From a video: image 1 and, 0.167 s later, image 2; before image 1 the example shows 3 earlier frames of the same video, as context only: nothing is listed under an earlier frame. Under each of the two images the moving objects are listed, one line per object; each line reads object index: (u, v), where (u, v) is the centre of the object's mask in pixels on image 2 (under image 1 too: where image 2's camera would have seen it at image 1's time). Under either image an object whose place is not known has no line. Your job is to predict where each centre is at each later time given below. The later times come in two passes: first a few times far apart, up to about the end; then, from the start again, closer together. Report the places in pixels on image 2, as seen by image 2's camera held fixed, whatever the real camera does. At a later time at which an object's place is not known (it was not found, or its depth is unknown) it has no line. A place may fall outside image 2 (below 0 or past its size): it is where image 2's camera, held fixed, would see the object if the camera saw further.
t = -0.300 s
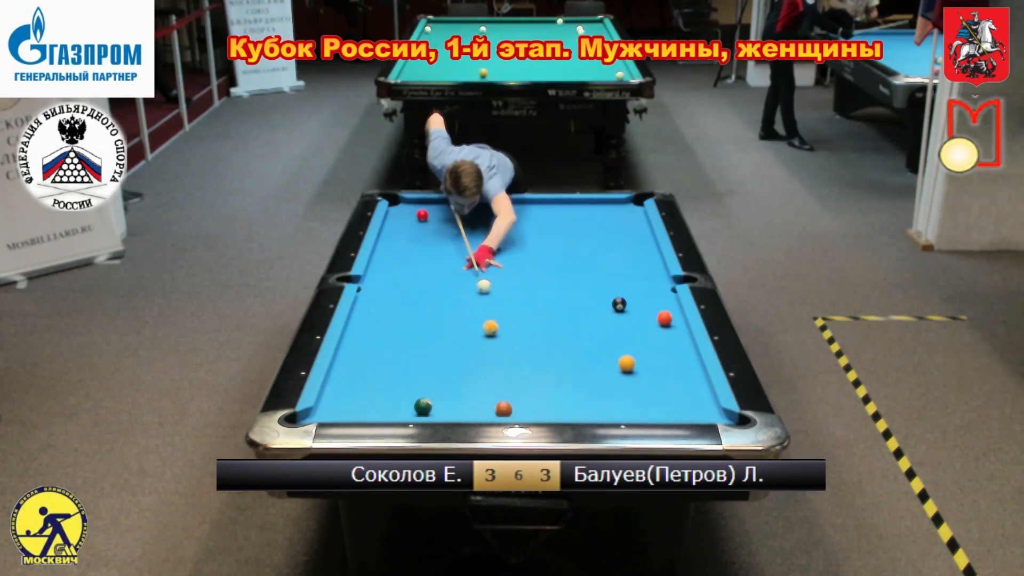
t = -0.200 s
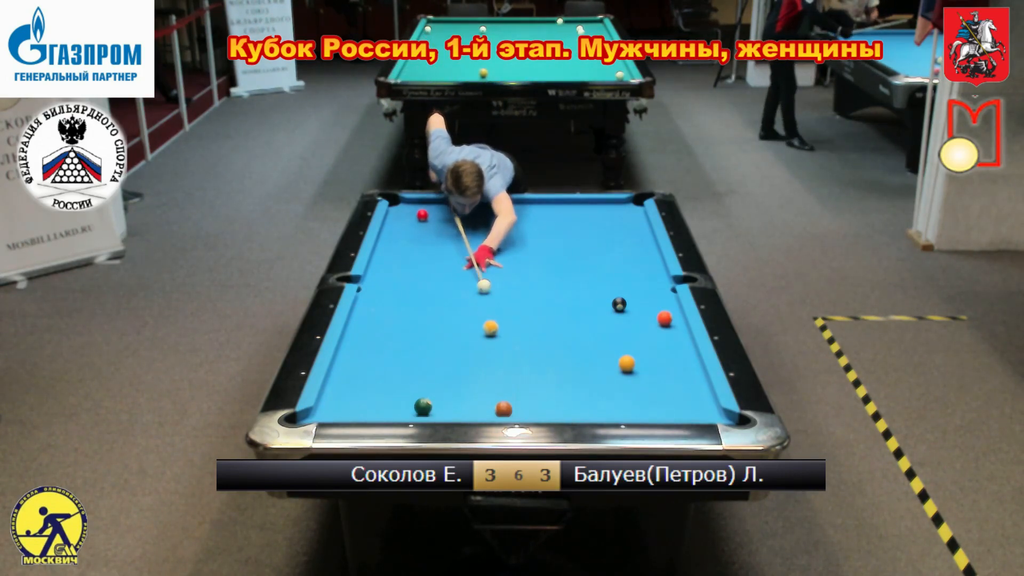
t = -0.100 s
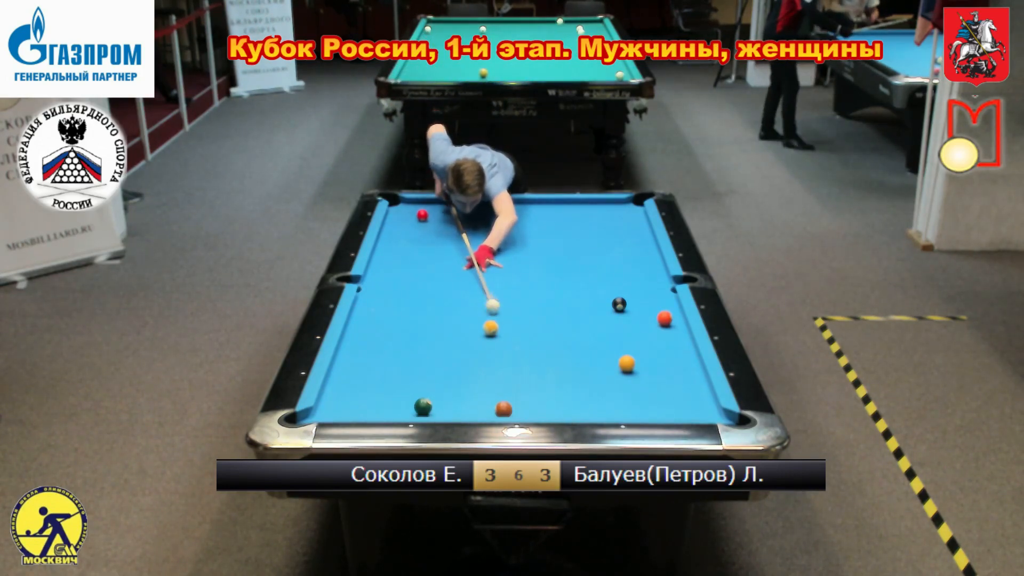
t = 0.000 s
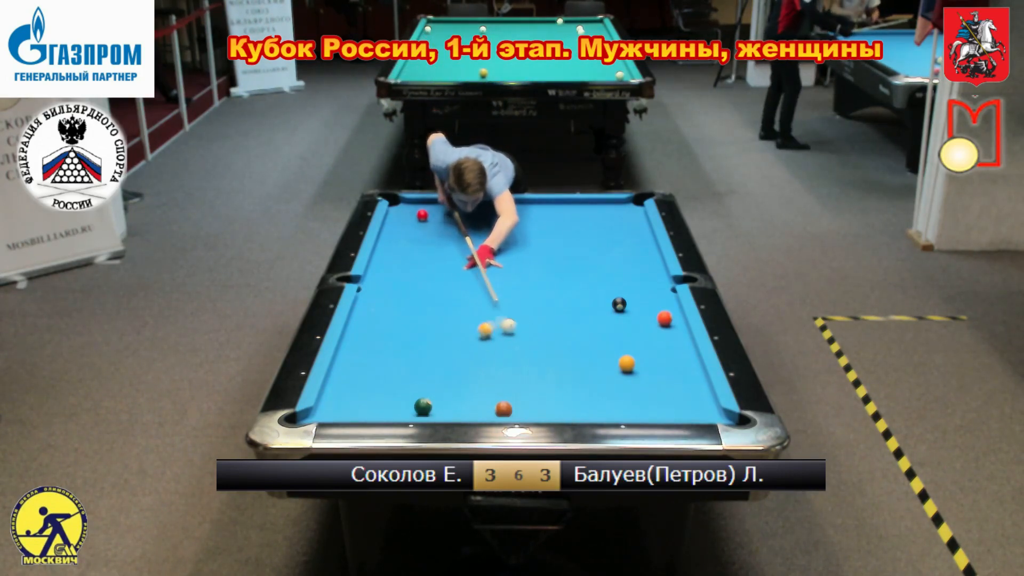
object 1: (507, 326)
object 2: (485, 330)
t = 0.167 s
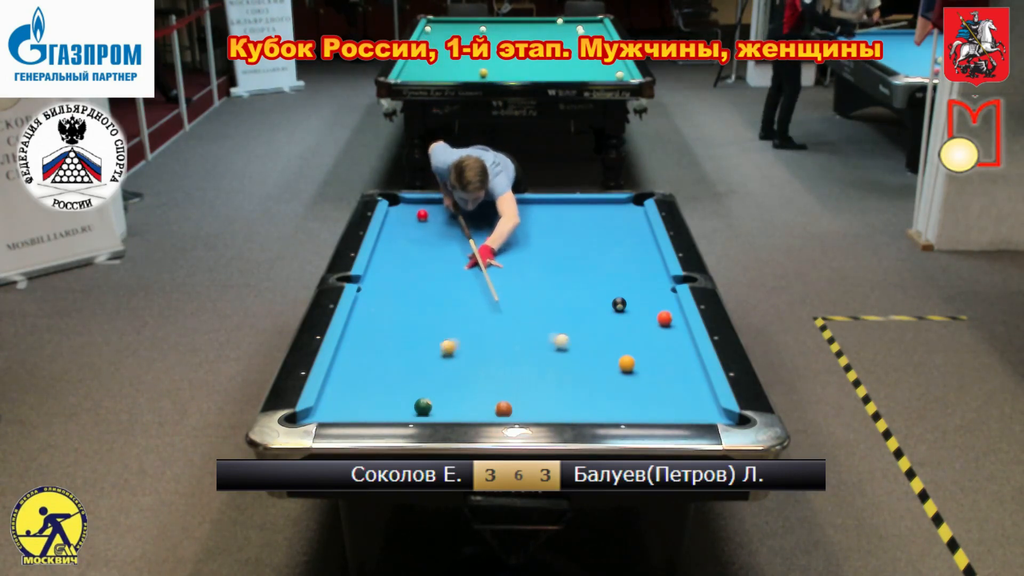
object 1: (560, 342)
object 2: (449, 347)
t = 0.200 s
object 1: (570, 344)
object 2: (442, 350)
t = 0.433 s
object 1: (629, 352)
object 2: (392, 374)
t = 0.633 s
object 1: (676, 364)
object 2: (346, 395)
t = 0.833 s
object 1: (683, 369)
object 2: (332, 412)
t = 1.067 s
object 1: (658, 370)
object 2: (342, 404)
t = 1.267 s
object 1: (638, 371)
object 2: (351, 394)
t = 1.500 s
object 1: (616, 373)
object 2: (359, 383)
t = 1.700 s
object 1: (598, 374)
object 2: (366, 375)
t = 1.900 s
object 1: (581, 375)
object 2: (372, 367)
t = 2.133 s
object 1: (562, 377)
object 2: (379, 358)
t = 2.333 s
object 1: (546, 378)
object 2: (385, 352)
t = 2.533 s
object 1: (531, 379)
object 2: (390, 345)
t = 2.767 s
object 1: (515, 381)
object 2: (396, 339)
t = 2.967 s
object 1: (503, 382)
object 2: (401, 334)
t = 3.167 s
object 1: (491, 383)
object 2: (405, 329)
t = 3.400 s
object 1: (478, 384)
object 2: (410, 324)
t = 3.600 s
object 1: (467, 385)
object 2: (413, 321)
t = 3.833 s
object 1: (456, 387)
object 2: (417, 317)
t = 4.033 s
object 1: (448, 388)
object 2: (420, 314)
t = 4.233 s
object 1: (441, 389)
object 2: (423, 311)
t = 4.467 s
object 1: (433, 390)
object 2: (426, 308)
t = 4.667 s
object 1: (428, 390)
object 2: (427, 306)
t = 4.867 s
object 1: (423, 390)
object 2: (429, 304)
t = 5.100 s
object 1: (419, 391)
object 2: (431, 303)
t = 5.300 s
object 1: (416, 392)
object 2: (433, 301)
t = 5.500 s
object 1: (414, 393)
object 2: (433, 301)
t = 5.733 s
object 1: (413, 393)
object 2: (433, 300)
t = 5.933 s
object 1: (412, 393)
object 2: (434, 300)
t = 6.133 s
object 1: (412, 393)
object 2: (434, 300)
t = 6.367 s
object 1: (413, 393)
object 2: (434, 300)
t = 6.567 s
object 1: (413, 393)
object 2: (434, 300)
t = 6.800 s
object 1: (413, 393)
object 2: (434, 300)
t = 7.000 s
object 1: (413, 393)
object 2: (434, 300)
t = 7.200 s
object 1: (413, 393)
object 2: (434, 300)
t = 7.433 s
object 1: (413, 393)
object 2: (434, 300)
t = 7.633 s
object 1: (413, 393)
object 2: (434, 300)
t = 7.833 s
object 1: (413, 393)
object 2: (434, 300)
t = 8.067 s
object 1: (413, 393)
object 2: (434, 300)
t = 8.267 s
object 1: (413, 393)
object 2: (434, 300)
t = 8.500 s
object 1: (413, 393)
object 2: (434, 300)
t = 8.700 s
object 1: (413, 393)
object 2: (434, 300)
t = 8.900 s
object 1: (413, 393)
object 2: (434, 300)
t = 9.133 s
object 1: (413, 393)
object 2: (434, 300)
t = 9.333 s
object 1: (413, 393)
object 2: (434, 300)
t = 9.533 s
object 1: (413, 393)
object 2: (434, 300)
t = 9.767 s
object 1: (413, 393)
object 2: (434, 300)
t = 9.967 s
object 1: (413, 393)
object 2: (434, 300)
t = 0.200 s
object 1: (570, 344)
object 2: (442, 350)
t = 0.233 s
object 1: (579, 346)
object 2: (435, 354)
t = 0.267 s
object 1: (588, 349)
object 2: (428, 357)
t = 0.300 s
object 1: (596, 350)
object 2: (421, 360)
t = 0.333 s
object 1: (604, 352)
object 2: (413, 364)
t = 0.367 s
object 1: (613, 353)
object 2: (407, 367)
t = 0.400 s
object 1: (619, 352)
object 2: (399, 370)
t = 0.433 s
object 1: (629, 352)
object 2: (392, 374)
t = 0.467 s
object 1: (638, 356)
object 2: (384, 377)
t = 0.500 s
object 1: (645, 359)
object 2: (376, 381)
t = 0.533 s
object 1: (652, 360)
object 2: (369, 384)
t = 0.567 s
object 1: (660, 361)
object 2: (362, 388)
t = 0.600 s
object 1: (668, 362)
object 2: (354, 391)
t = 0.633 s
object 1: (676, 364)
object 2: (346, 395)
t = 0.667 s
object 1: (684, 365)
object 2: (338, 398)
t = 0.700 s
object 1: (692, 367)
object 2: (328, 403)
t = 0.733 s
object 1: (696, 368)
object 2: (324, 405)
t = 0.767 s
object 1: (691, 368)
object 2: (326, 409)
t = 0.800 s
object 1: (686, 368)
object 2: (329, 410)
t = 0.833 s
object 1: (683, 369)
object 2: (332, 412)
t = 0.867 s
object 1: (679, 369)
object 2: (334, 412)
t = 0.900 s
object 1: (675, 369)
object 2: (335, 411)
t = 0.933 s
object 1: (672, 369)
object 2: (337, 410)
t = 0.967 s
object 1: (668, 369)
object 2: (338, 408)
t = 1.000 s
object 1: (665, 369)
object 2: (340, 407)
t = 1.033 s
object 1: (661, 370)
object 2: (341, 406)
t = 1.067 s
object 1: (658, 370)
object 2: (342, 404)
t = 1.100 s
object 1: (655, 370)
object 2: (344, 403)
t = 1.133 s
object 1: (651, 370)
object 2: (345, 401)
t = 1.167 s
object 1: (648, 371)
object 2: (347, 399)
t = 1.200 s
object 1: (645, 371)
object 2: (348, 397)
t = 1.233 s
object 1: (642, 371)
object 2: (349, 396)
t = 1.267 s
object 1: (638, 371)
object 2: (351, 394)
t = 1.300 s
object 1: (635, 372)
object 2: (352, 393)
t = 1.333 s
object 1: (632, 372)
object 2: (353, 391)
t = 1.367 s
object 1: (629, 372)
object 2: (354, 389)
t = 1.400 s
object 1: (625, 372)
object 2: (356, 388)
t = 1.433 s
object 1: (622, 373)
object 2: (357, 386)
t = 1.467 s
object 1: (619, 373)
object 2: (358, 385)
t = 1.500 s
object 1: (616, 373)
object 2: (359, 383)
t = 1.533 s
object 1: (613, 373)
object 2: (360, 382)
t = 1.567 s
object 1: (610, 373)
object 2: (362, 380)
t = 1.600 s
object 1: (607, 374)
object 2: (363, 379)
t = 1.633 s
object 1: (603, 374)
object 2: (364, 377)
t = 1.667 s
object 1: (601, 374)
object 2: (365, 376)
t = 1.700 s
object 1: (598, 374)
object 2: (366, 375)
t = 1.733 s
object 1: (595, 374)
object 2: (367, 373)
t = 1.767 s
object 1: (592, 375)
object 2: (368, 372)
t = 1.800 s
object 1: (589, 375)
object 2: (369, 371)
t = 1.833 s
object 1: (586, 375)
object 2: (370, 369)
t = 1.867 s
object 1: (583, 375)
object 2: (371, 368)
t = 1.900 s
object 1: (581, 375)
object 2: (372, 367)
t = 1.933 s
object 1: (578, 376)
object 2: (373, 365)
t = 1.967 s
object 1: (575, 376)
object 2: (375, 364)
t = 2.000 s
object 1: (572, 376)
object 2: (375, 363)
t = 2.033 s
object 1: (570, 377)
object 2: (376, 362)
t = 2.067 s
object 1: (567, 377)
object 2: (377, 361)
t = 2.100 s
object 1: (564, 377)
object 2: (378, 360)
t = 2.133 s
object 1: (562, 377)
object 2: (379, 358)
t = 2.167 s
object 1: (559, 377)
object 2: (380, 357)
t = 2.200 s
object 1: (556, 377)
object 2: (381, 356)
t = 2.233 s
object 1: (554, 378)
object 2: (382, 355)
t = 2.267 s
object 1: (551, 378)
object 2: (383, 354)
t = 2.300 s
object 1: (549, 378)
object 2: (384, 353)
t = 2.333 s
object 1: (546, 378)
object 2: (385, 352)
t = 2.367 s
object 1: (544, 378)
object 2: (386, 351)
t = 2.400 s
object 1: (541, 379)
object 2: (387, 349)
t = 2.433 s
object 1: (538, 379)
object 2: (387, 349)
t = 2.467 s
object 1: (536, 379)
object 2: (388, 348)
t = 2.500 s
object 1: (533, 379)
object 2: (389, 346)
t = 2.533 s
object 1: (531, 379)
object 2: (390, 345)
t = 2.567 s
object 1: (529, 380)
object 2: (391, 345)
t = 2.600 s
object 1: (527, 380)
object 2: (392, 344)
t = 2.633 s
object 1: (524, 380)
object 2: (393, 343)
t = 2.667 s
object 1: (522, 381)
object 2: (393, 342)
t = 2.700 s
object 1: (520, 381)
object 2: (394, 341)
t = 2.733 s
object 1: (518, 381)
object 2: (395, 340)
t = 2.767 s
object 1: (515, 381)
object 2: (396, 339)
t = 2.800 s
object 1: (513, 381)
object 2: (397, 338)
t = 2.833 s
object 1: (511, 381)
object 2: (398, 337)
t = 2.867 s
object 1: (509, 382)
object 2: (399, 336)
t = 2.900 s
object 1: (507, 382)
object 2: (399, 336)
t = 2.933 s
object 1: (504, 382)
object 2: (400, 335)
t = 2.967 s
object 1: (503, 382)
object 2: (401, 334)
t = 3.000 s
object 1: (500, 382)
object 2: (402, 333)
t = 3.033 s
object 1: (498, 382)
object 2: (402, 332)
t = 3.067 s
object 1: (496, 383)
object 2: (403, 332)
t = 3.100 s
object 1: (495, 383)
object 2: (404, 331)
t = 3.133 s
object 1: (493, 383)
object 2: (404, 330)
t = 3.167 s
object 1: (491, 383)
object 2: (405, 329)
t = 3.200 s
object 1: (489, 383)
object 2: (406, 328)
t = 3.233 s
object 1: (487, 383)
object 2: (406, 328)
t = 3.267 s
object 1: (485, 383)
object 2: (407, 327)
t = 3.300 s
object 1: (483, 384)
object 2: (408, 326)
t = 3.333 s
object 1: (481, 384)
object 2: (408, 326)
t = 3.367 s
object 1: (480, 384)
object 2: (409, 325)
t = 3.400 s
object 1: (478, 384)
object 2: (410, 324)
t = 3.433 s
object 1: (476, 385)
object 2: (410, 324)
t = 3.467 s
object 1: (474, 385)
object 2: (411, 323)
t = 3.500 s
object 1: (472, 385)
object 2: (411, 323)
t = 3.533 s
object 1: (471, 385)
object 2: (412, 322)
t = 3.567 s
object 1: (469, 385)
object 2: (413, 321)
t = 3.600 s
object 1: (467, 385)
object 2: (413, 321)
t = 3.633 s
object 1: (465, 386)
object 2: (414, 320)
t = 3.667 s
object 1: (464, 386)
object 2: (415, 319)
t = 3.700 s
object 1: (462, 386)
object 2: (415, 319)
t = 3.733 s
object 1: (461, 386)
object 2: (416, 318)
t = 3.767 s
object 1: (459, 387)
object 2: (416, 318)
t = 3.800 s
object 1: (458, 387)
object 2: (417, 317)
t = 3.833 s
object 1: (456, 387)
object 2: (417, 317)
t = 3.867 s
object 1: (455, 387)
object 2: (418, 316)
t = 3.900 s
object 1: (453, 387)
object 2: (418, 316)
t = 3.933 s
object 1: (452, 388)
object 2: (419, 315)
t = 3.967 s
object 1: (451, 388)
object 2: (419, 315)
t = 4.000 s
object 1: (449, 388)
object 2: (420, 314)
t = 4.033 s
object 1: (448, 388)
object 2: (420, 314)
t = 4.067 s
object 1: (447, 388)
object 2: (420, 313)
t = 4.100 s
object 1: (445, 388)
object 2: (421, 313)
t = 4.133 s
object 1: (444, 389)
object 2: (421, 312)
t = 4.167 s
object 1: (443, 389)
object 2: (422, 311)
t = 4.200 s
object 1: (442, 389)
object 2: (422, 311)
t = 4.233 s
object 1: (441, 389)
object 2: (423, 311)
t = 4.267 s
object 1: (439, 389)
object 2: (423, 310)
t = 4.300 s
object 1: (438, 389)
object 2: (424, 310)
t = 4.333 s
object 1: (437, 389)
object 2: (424, 310)
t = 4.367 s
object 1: (436, 389)
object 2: (424, 310)
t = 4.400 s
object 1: (435, 390)
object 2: (425, 309)
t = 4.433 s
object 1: (434, 390)
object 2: (425, 309)
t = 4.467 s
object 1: (433, 390)
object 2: (426, 308)
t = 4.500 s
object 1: (432, 390)
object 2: (426, 308)
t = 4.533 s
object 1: (431, 390)
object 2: (426, 307)
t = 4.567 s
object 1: (430, 390)
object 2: (426, 307)
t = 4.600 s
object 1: (429, 390)
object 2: (427, 307)
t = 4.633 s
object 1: (428, 390)
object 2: (427, 306)
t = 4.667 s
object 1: (428, 390)
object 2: (427, 306)
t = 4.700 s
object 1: (427, 390)
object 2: (428, 306)
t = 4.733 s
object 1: (426, 390)
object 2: (428, 306)
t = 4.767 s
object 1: (425, 390)
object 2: (428, 305)
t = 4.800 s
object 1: (425, 390)
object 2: (429, 305)
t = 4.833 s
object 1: (424, 390)
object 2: (429, 305)
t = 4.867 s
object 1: (423, 390)
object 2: (429, 304)
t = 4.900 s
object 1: (422, 390)
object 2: (430, 304)
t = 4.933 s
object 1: (422, 390)
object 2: (430, 304)
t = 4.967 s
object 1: (421, 391)
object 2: (430, 304)
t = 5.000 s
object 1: (420, 391)
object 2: (430, 303)
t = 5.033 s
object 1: (420, 391)
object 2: (431, 303)
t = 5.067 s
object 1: (419, 391)
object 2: (431, 303)
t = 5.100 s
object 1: (419, 391)
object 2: (431, 303)
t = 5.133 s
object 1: (418, 391)
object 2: (432, 302)
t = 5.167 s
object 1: (418, 391)
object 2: (432, 302)
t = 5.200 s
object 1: (417, 392)
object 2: (432, 302)
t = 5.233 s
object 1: (417, 392)
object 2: (432, 302)
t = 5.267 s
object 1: (416, 392)
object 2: (432, 302)
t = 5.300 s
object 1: (416, 392)
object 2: (433, 301)
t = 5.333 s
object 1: (415, 392)
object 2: (433, 301)
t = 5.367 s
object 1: (415, 392)
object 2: (433, 301)
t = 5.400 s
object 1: (415, 392)
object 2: (433, 301)
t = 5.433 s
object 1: (414, 392)
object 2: (433, 301)
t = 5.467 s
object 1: (414, 392)
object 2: (433, 301)
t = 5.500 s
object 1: (414, 393)
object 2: (433, 301)
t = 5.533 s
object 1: (414, 393)
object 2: (433, 300)
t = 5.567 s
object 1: (413, 393)
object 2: (433, 300)
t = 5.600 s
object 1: (413, 393)
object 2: (433, 300)
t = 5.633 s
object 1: (413, 393)
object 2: (433, 300)
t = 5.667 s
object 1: (413, 393)
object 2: (433, 300)
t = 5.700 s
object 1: (413, 393)
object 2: (433, 300)
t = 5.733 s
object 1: (413, 393)
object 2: (433, 300)
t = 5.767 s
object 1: (412, 393)
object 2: (433, 300)
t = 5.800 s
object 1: (412, 393)
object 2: (433, 300)
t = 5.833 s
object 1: (412, 393)
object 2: (434, 300)
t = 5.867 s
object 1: (412, 393)
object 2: (434, 300)
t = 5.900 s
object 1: (412, 393)
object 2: (434, 300)
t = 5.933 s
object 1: (412, 393)
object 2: (434, 300)
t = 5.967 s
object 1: (412, 393)
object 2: (434, 300)
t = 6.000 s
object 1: (412, 393)
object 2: (434, 300)
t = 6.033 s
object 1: (412, 393)
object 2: (434, 300)
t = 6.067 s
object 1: (412, 393)
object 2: (434, 300)
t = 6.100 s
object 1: (412, 393)
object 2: (434, 300)
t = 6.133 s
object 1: (412, 393)
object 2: (434, 300)
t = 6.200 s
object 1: (412, 393)
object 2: (434, 300)
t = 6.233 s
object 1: (412, 393)
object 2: (434, 300)
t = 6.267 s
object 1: (412, 393)
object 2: (434, 300)
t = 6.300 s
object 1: (412, 393)
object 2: (434, 300)
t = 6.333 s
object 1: (412, 393)
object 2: (434, 300)
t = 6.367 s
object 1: (413, 393)
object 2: (434, 300)
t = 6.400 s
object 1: (413, 393)
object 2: (434, 300)
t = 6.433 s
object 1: (413, 393)
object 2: (434, 300)
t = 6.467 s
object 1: (413, 393)
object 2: (434, 300)
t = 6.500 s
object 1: (413, 393)
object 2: (434, 300)
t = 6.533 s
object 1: (413, 393)
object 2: (434, 300)
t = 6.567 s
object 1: (413, 393)
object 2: (434, 300)
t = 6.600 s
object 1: (413, 393)
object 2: (434, 300)
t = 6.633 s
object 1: (413, 393)
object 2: (434, 300)
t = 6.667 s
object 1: (413, 393)
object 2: (434, 300)
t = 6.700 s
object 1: (413, 393)
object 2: (434, 300)
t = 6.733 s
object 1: (413, 393)
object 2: (434, 300)
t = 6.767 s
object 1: (413, 393)
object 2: (434, 300)
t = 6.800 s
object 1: (413, 393)
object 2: (434, 300)
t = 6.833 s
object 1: (413, 393)
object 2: (434, 300)
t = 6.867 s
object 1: (413, 393)
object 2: (434, 300)
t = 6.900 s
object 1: (413, 393)
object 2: (434, 300)
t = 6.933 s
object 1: (413, 393)
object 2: (434, 300)
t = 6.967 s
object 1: (413, 393)
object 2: (434, 300)
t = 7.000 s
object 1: (413, 393)
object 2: (434, 300)
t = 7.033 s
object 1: (413, 393)
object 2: (434, 300)
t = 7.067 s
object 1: (413, 393)
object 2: (434, 300)
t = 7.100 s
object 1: (413, 393)
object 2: (434, 300)
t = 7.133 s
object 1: (413, 393)
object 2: (434, 300)
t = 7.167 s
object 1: (413, 393)
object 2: (434, 300)
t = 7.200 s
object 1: (413, 393)
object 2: (434, 300)
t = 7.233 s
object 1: (413, 393)
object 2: (434, 300)
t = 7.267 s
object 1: (413, 393)
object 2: (434, 300)
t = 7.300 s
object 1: (413, 393)
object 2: (434, 300)
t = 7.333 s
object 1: (413, 393)
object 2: (434, 300)
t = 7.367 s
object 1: (413, 393)
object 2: (434, 300)
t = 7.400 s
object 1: (413, 393)
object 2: (434, 300)
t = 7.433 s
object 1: (413, 393)
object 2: (434, 300)
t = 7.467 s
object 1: (413, 393)
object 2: (434, 300)
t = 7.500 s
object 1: (413, 393)
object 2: (434, 300)
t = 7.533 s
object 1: (413, 393)
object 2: (434, 300)
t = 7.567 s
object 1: (413, 393)
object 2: (434, 300)
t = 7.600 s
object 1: (413, 393)
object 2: (434, 300)
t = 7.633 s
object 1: (413, 393)
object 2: (434, 300)
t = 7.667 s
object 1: (413, 393)
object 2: (434, 300)
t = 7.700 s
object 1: (413, 393)
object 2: (434, 300)
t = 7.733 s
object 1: (413, 393)
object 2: (434, 300)
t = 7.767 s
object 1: (413, 393)
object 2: (434, 300)
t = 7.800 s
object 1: (413, 393)
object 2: (434, 300)
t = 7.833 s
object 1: (413, 393)
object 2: (434, 300)
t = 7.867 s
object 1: (413, 393)
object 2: (434, 300)
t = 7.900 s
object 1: (413, 393)
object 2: (434, 300)
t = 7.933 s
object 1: (413, 393)
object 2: (434, 300)
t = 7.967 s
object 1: (413, 393)
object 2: (434, 300)
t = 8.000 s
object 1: (413, 393)
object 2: (434, 300)
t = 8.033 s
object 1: (413, 393)
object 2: (434, 300)
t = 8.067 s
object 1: (413, 393)
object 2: (434, 300)
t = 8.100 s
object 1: (413, 393)
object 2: (434, 300)
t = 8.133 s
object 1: (413, 393)
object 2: (434, 300)
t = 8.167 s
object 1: (413, 393)
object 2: (434, 300)
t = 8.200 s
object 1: (413, 393)
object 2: (434, 300)
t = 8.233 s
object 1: (413, 393)
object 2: (434, 300)
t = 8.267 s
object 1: (413, 393)
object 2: (434, 300)
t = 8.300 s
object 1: (413, 393)
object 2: (434, 300)
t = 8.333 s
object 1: (413, 393)
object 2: (434, 300)
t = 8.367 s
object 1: (413, 393)
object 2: (434, 300)
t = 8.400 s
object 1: (413, 393)
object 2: (434, 300)
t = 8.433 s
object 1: (413, 393)
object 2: (434, 300)
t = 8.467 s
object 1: (413, 393)
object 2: (434, 300)
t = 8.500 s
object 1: (413, 393)
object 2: (434, 300)
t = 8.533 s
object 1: (413, 393)
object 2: (434, 300)
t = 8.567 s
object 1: (413, 393)
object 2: (434, 300)
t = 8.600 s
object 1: (413, 393)
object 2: (434, 300)
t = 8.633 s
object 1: (413, 393)
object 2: (434, 300)
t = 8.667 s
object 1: (413, 393)
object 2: (434, 300)
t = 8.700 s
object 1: (413, 393)
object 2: (434, 300)
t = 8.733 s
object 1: (413, 393)
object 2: (434, 300)
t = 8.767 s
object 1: (413, 393)
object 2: (434, 300)
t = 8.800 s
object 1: (413, 393)
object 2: (434, 300)
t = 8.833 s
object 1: (413, 393)
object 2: (434, 300)
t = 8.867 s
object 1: (413, 393)
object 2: (434, 300)
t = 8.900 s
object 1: (413, 393)
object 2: (434, 300)
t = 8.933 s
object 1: (413, 393)
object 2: (434, 300)
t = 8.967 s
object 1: (413, 393)
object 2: (434, 300)
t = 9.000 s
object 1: (413, 393)
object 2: (434, 300)
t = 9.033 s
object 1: (413, 393)
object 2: (434, 300)
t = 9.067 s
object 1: (413, 393)
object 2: (434, 300)
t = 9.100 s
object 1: (413, 393)
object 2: (434, 300)
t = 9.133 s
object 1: (413, 393)
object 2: (434, 300)
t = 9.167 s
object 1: (413, 393)
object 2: (434, 300)
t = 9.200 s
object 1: (413, 393)
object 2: (434, 300)
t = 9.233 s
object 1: (413, 393)
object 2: (434, 300)
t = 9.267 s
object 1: (413, 393)
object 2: (434, 300)
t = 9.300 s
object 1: (413, 393)
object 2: (434, 300)
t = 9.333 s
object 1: (413, 393)
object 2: (434, 300)
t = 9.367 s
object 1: (413, 393)
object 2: (434, 300)
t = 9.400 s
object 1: (413, 393)
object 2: (434, 300)
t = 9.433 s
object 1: (413, 393)
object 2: (434, 300)
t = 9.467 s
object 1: (413, 393)
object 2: (434, 300)
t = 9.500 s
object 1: (413, 393)
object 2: (434, 300)
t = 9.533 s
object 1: (413, 393)
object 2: (434, 300)
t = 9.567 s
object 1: (413, 393)
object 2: (434, 300)
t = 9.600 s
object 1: (413, 393)
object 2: (434, 300)
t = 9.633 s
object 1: (413, 393)
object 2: (434, 300)
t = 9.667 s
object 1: (413, 393)
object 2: (434, 300)
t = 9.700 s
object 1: (413, 393)
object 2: (434, 300)
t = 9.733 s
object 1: (413, 393)
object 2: (434, 300)
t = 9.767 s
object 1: (413, 393)
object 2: (434, 300)
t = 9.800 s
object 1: (413, 393)
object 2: (434, 300)
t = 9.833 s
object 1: (413, 393)
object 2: (434, 300)
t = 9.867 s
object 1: (413, 393)
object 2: (434, 300)
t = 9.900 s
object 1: (413, 393)
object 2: (434, 300)
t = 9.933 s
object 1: (413, 393)
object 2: (434, 300)
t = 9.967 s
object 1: (413, 393)
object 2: (434, 300)
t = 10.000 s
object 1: (413, 393)
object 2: (434, 300)
